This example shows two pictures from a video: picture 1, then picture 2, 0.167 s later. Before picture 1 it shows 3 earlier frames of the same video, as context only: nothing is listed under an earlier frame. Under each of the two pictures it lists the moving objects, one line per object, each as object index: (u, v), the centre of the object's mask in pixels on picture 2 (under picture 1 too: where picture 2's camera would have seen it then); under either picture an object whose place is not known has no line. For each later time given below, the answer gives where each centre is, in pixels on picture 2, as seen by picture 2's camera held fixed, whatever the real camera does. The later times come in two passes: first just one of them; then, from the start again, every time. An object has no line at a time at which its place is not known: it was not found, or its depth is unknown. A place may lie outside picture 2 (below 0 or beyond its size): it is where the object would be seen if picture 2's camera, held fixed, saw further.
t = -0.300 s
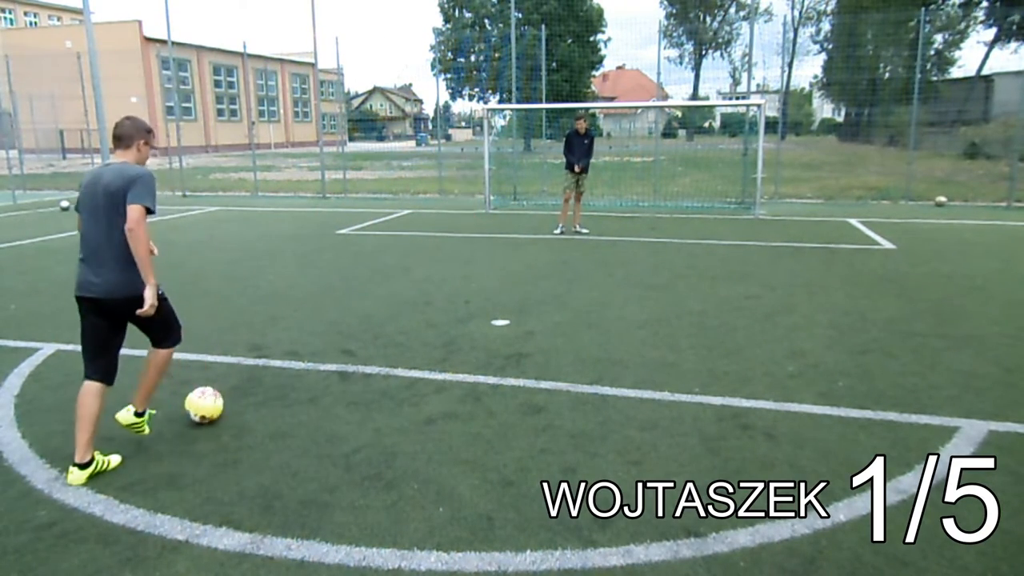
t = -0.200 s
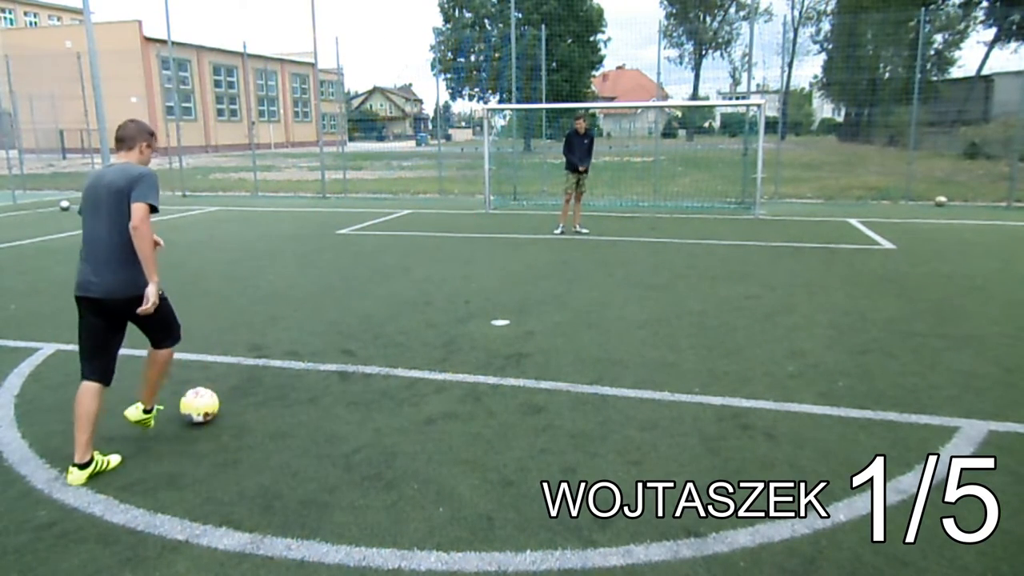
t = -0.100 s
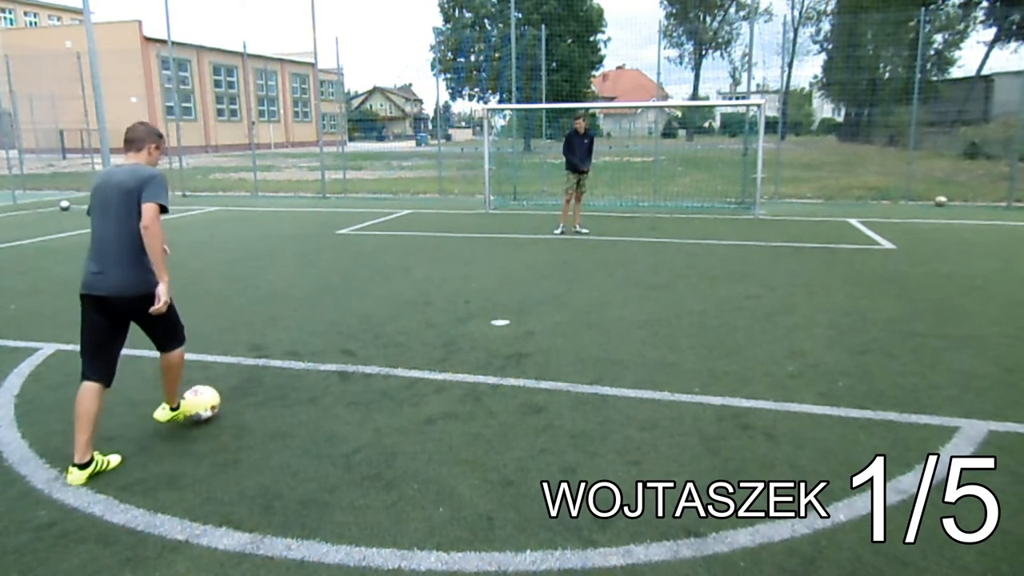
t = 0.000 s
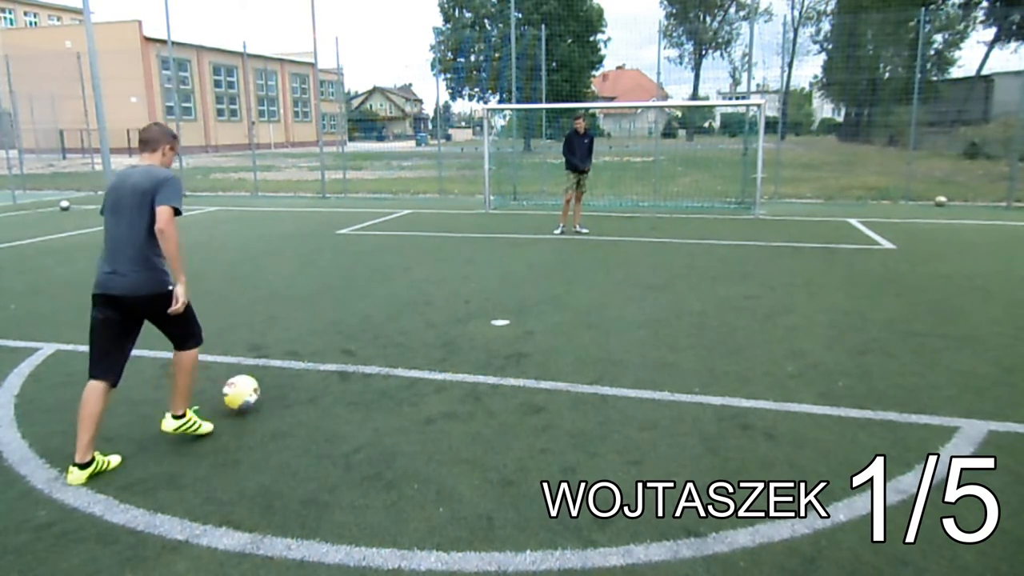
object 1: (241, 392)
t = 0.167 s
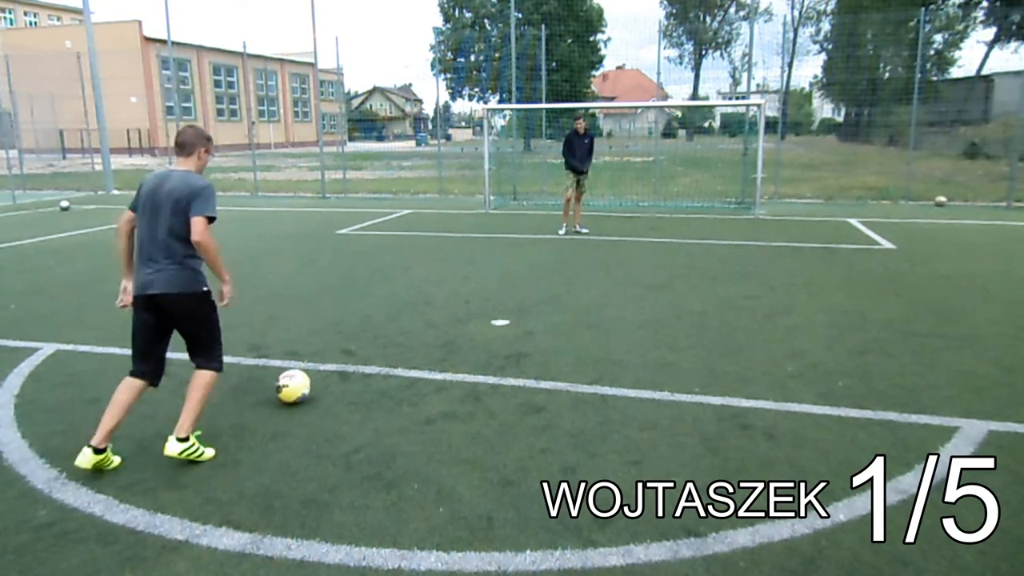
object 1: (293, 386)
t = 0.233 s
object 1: (307, 384)
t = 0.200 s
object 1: (301, 385)
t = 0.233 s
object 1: (307, 384)
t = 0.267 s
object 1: (313, 383)
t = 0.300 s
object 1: (319, 383)
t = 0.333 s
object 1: (324, 382)
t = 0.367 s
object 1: (330, 381)
